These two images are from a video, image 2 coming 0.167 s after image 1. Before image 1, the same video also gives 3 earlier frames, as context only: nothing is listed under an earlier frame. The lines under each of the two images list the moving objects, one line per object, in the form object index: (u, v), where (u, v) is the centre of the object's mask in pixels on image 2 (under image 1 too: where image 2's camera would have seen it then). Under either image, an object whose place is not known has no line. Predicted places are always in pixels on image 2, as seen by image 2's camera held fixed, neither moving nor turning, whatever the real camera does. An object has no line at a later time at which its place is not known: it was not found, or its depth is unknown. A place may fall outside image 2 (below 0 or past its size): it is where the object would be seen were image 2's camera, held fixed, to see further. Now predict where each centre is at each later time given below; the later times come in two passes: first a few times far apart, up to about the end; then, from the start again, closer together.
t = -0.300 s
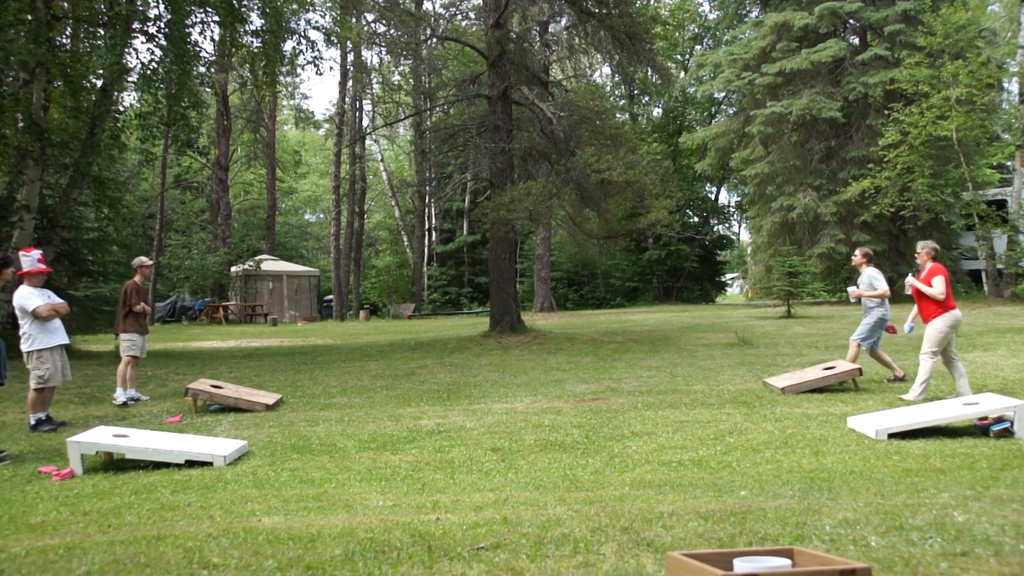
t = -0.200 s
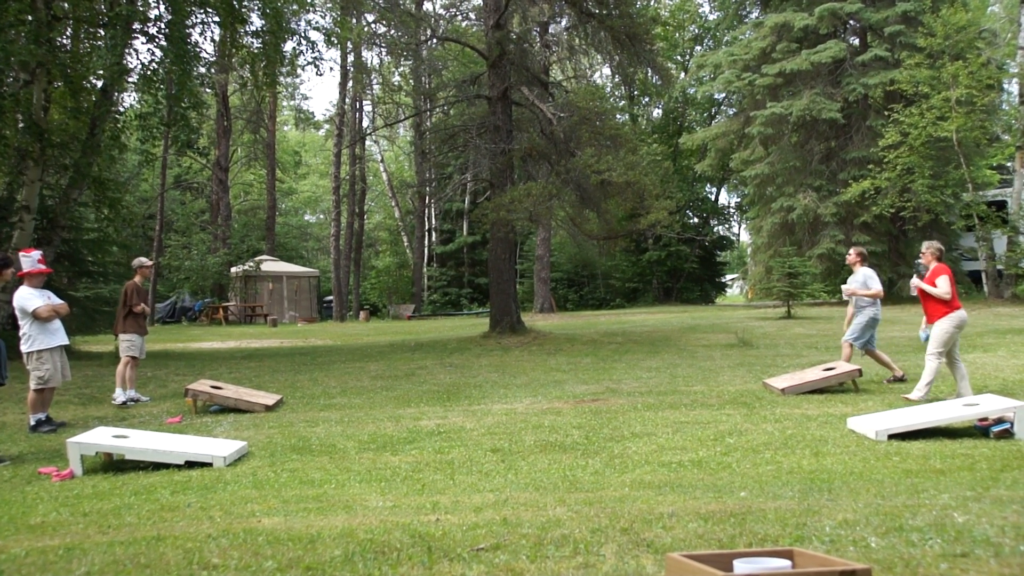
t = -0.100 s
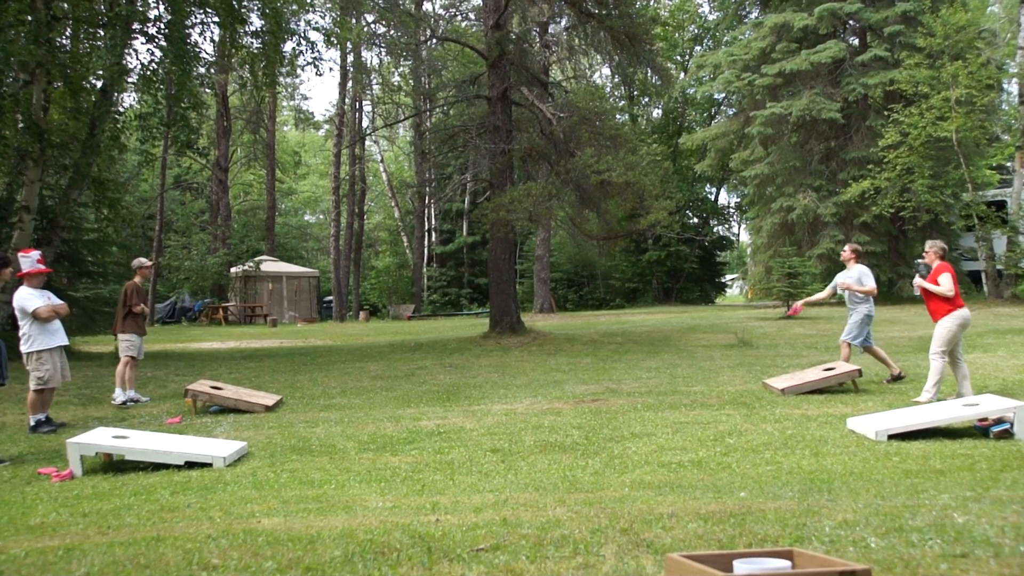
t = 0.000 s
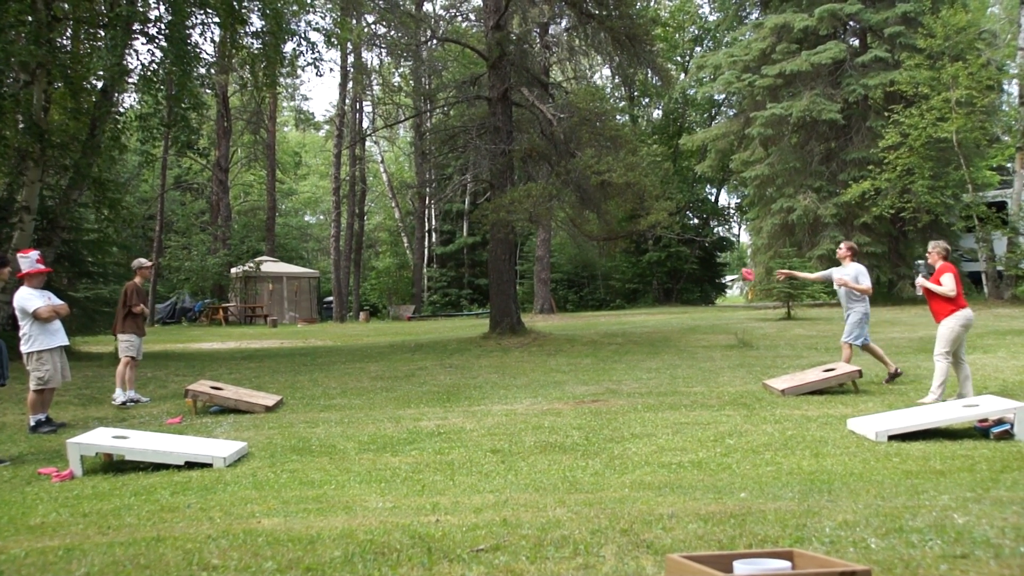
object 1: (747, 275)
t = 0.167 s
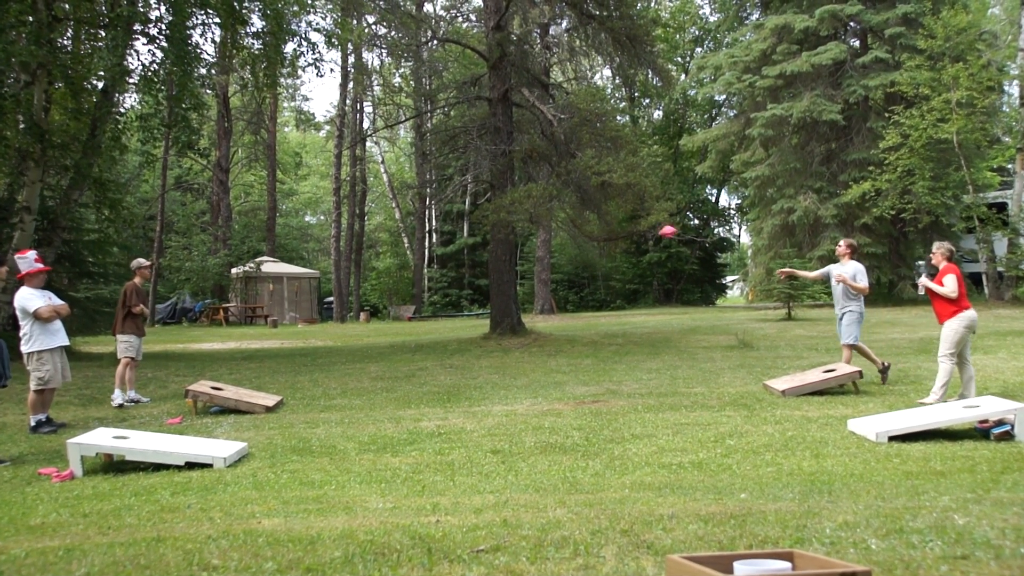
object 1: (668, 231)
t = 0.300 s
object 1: (603, 213)
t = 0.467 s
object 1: (522, 213)
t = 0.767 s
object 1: (376, 276)
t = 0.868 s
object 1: (326, 316)
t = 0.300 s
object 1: (603, 213)
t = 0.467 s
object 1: (522, 213)
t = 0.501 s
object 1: (506, 216)
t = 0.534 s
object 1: (490, 219)
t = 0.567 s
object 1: (473, 225)
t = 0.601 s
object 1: (457, 230)
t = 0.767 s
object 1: (376, 276)
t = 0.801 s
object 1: (359, 288)
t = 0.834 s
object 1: (343, 302)
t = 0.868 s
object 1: (326, 316)
